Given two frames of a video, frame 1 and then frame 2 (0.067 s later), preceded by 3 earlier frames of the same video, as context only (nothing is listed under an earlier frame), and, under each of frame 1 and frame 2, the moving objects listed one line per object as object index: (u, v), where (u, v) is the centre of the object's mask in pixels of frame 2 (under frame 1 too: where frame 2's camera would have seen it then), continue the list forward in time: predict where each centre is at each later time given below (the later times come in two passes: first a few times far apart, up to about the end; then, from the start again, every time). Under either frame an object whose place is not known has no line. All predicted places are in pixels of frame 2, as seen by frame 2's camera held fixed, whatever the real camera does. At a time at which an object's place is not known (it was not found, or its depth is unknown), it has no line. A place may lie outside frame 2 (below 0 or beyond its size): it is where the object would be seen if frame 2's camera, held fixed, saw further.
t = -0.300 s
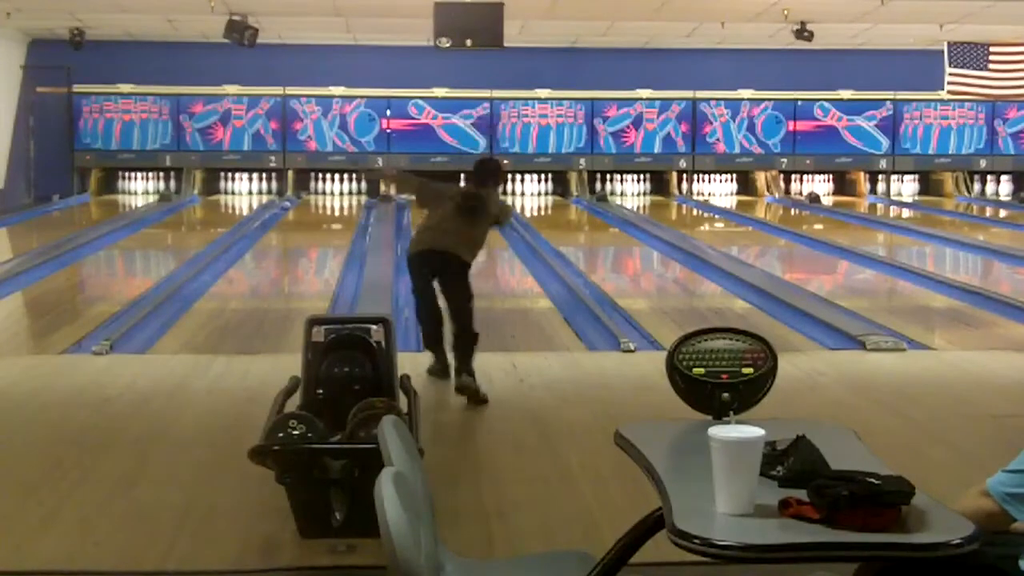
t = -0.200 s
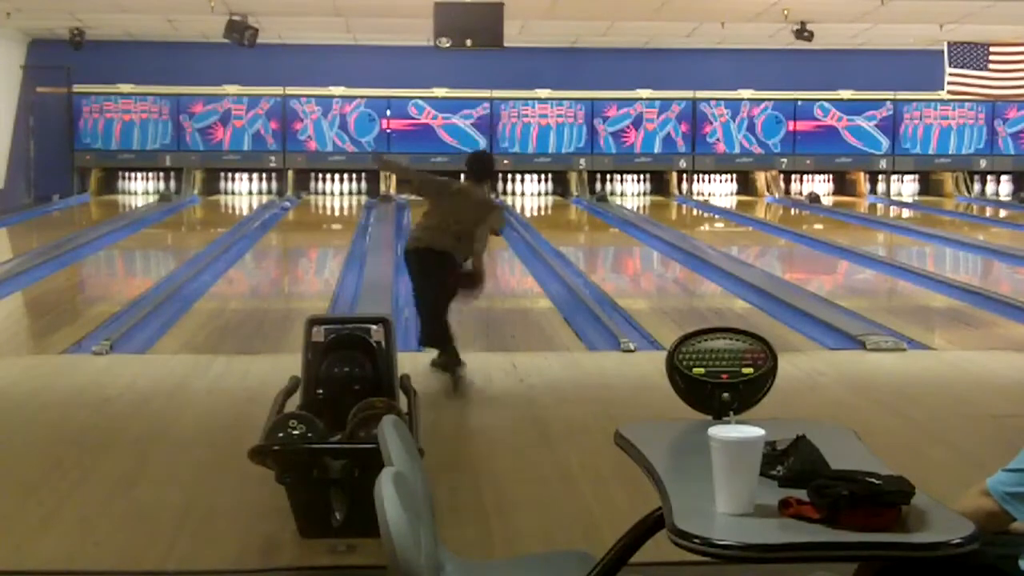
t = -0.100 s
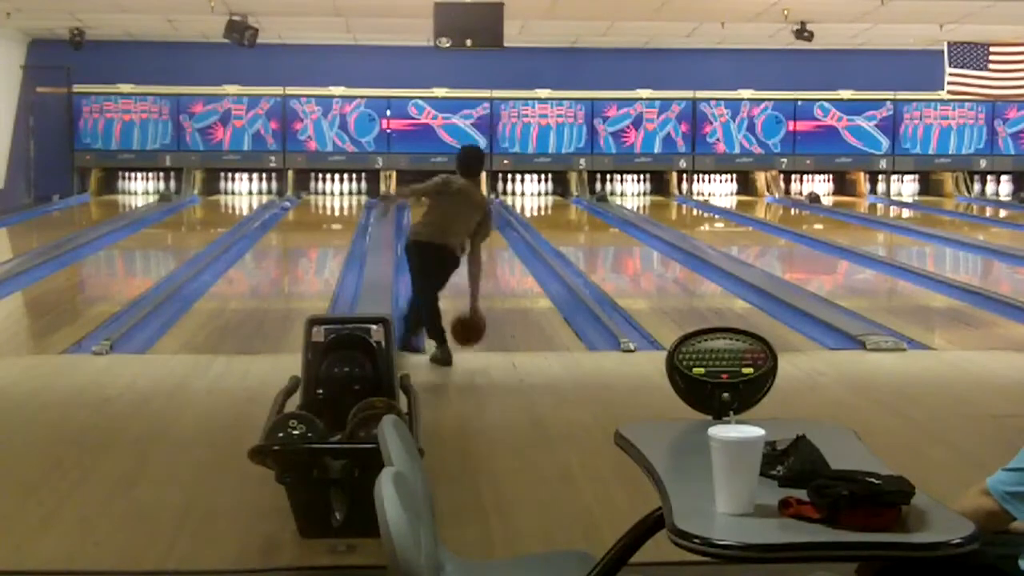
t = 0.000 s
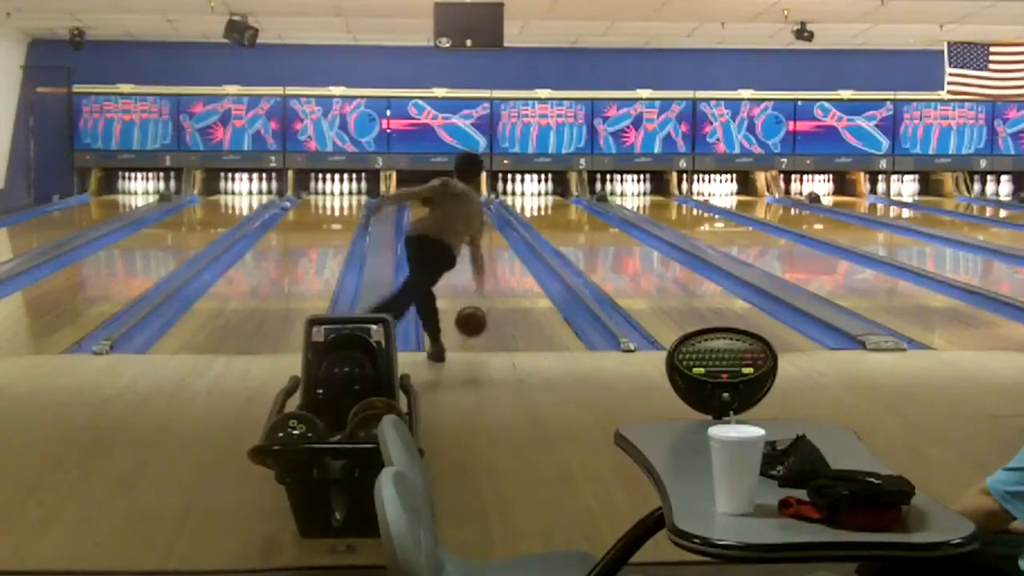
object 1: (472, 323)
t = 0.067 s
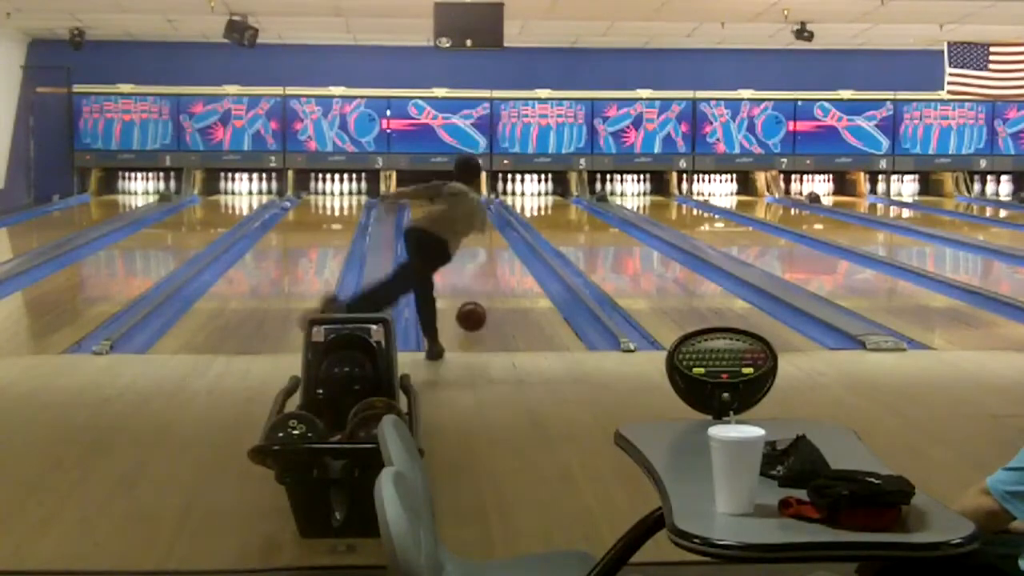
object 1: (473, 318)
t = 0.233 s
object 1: (473, 296)
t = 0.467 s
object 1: (473, 268)
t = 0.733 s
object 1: (471, 244)
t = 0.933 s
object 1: (470, 231)
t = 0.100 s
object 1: (473, 315)
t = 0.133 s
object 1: (474, 310)
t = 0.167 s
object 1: (473, 305)
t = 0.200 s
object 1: (473, 300)
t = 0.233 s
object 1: (473, 296)
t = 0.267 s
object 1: (473, 292)
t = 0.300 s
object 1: (473, 287)
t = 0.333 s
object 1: (473, 283)
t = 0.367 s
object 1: (473, 279)
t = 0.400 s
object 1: (473, 275)
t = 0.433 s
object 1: (473, 271)
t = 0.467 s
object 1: (473, 268)
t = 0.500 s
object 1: (473, 264)
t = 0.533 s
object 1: (472, 260)
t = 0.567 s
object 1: (471, 257)
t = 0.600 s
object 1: (471, 254)
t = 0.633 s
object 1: (471, 252)
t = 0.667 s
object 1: (471, 249)
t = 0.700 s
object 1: (471, 247)
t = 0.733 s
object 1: (471, 244)
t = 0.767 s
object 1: (471, 242)
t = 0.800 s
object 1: (471, 240)
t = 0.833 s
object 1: (471, 238)
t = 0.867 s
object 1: (470, 235)
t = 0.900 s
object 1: (470, 233)
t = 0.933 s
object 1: (470, 231)
